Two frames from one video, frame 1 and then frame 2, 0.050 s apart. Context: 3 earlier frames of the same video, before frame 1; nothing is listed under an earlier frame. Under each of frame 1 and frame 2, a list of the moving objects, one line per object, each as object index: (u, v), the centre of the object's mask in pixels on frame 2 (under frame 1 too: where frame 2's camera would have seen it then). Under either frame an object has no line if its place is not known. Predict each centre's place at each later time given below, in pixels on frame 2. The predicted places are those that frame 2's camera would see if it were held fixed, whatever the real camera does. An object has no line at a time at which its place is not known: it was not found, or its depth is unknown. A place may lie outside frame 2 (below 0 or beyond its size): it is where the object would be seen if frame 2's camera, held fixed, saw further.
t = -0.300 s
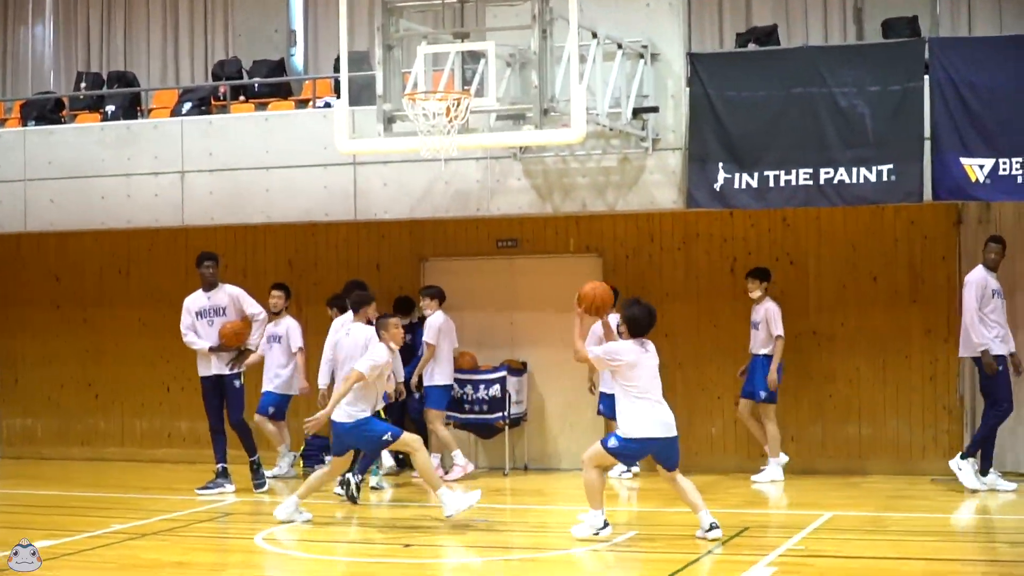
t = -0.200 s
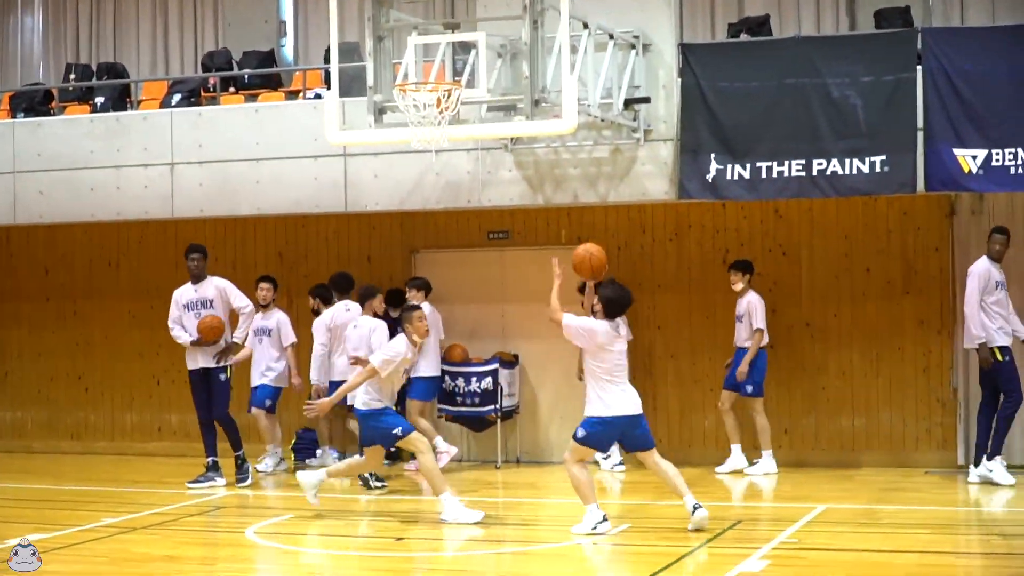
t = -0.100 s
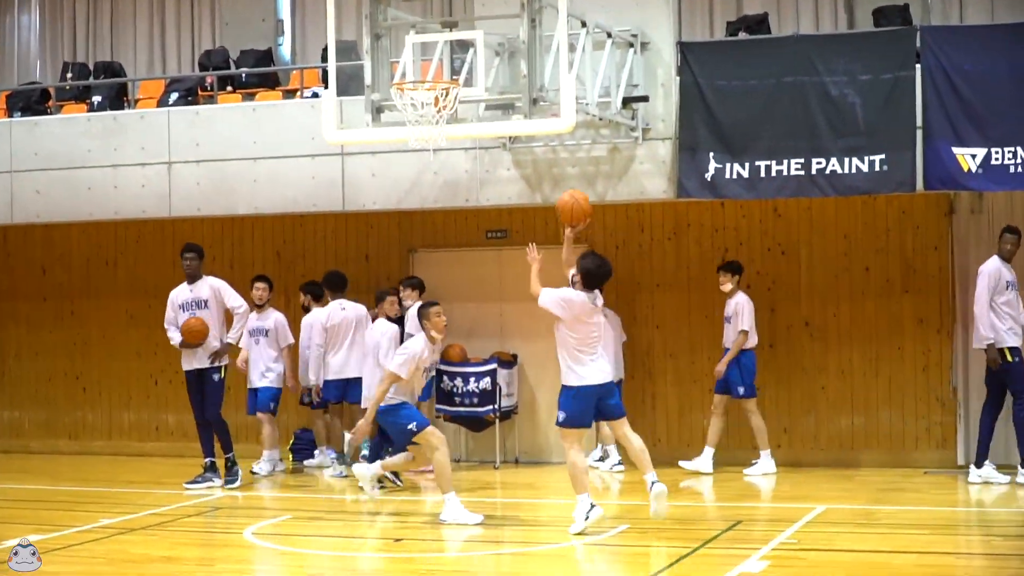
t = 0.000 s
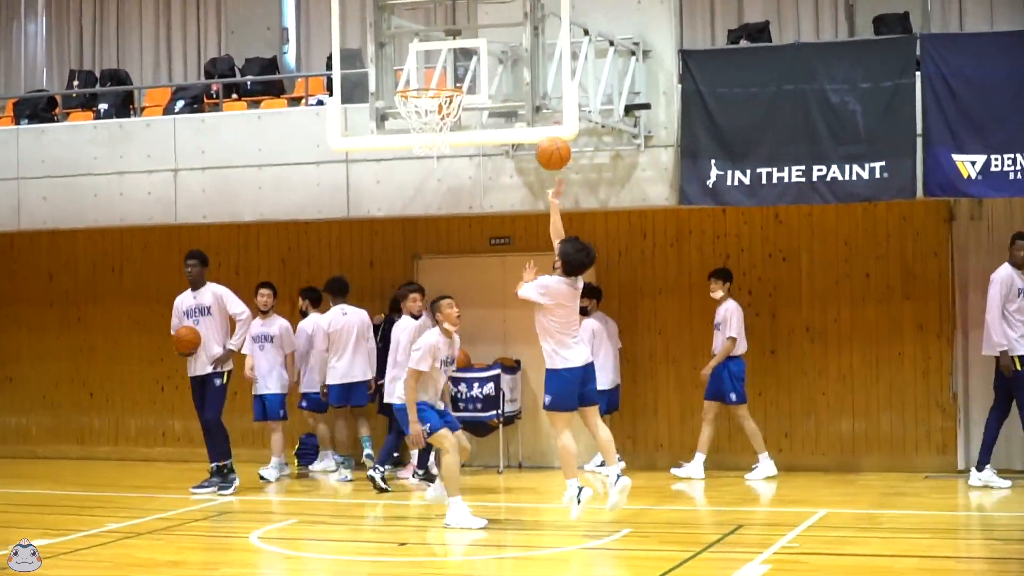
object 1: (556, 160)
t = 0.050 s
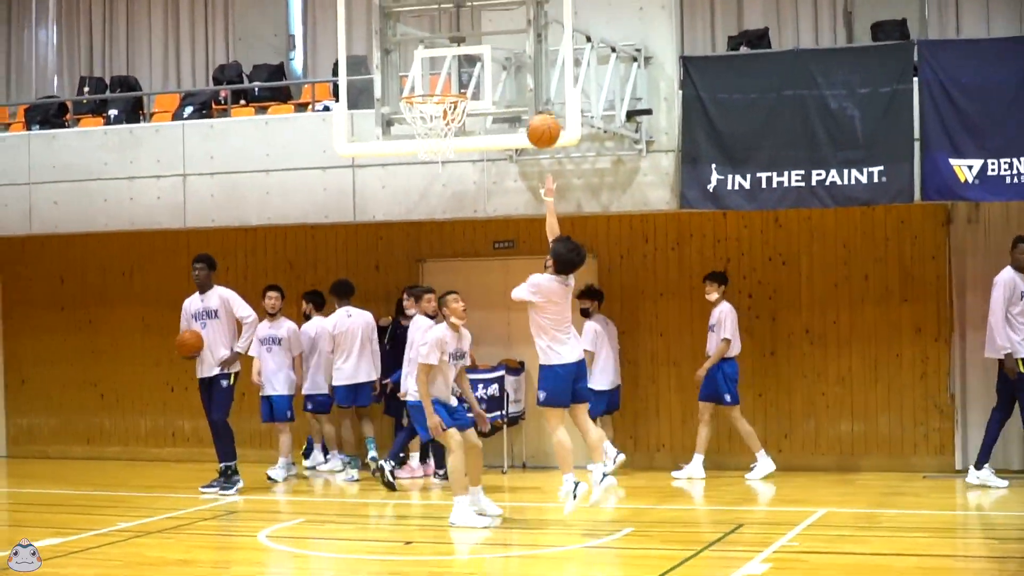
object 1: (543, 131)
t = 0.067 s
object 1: (539, 123)
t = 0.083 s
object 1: (535, 115)
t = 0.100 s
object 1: (531, 108)
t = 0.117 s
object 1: (526, 101)
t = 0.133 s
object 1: (522, 95)
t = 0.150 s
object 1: (518, 89)
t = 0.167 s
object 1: (514, 84)
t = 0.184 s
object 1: (510, 78)
